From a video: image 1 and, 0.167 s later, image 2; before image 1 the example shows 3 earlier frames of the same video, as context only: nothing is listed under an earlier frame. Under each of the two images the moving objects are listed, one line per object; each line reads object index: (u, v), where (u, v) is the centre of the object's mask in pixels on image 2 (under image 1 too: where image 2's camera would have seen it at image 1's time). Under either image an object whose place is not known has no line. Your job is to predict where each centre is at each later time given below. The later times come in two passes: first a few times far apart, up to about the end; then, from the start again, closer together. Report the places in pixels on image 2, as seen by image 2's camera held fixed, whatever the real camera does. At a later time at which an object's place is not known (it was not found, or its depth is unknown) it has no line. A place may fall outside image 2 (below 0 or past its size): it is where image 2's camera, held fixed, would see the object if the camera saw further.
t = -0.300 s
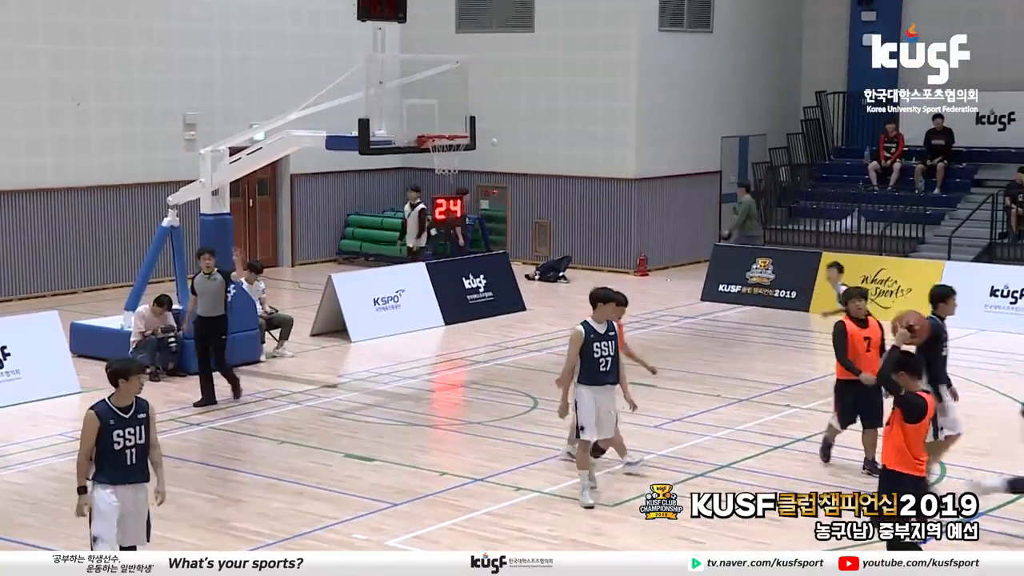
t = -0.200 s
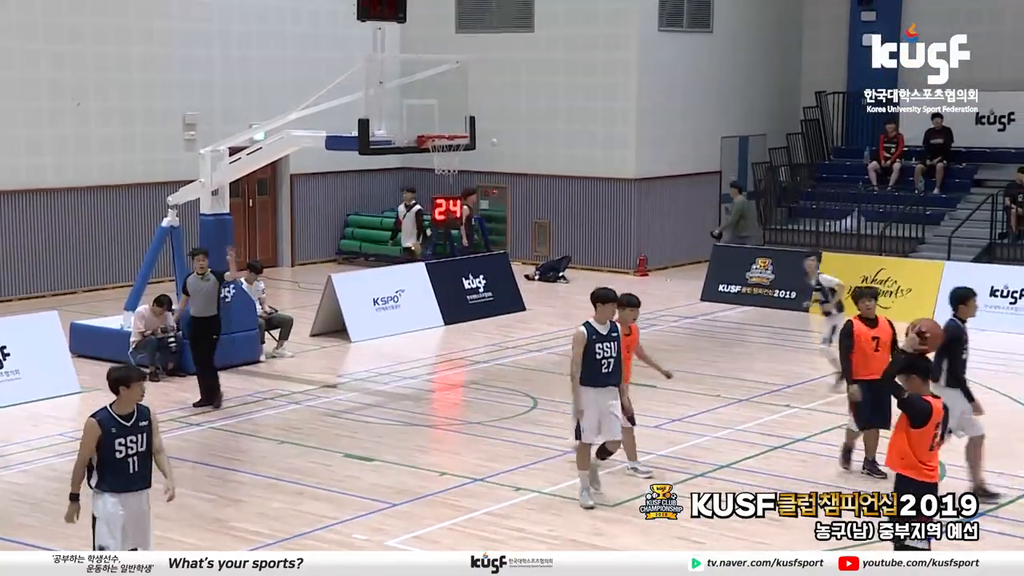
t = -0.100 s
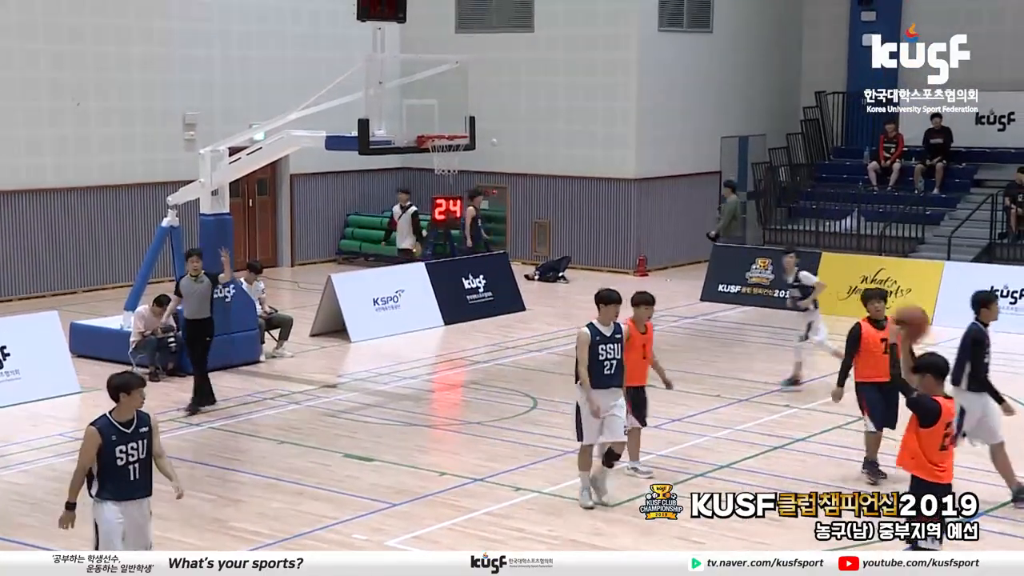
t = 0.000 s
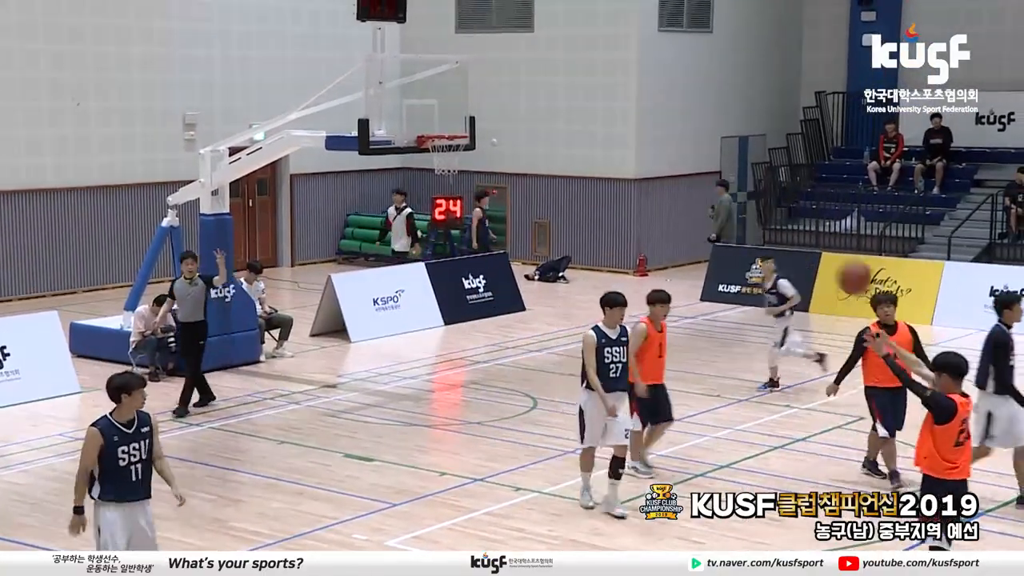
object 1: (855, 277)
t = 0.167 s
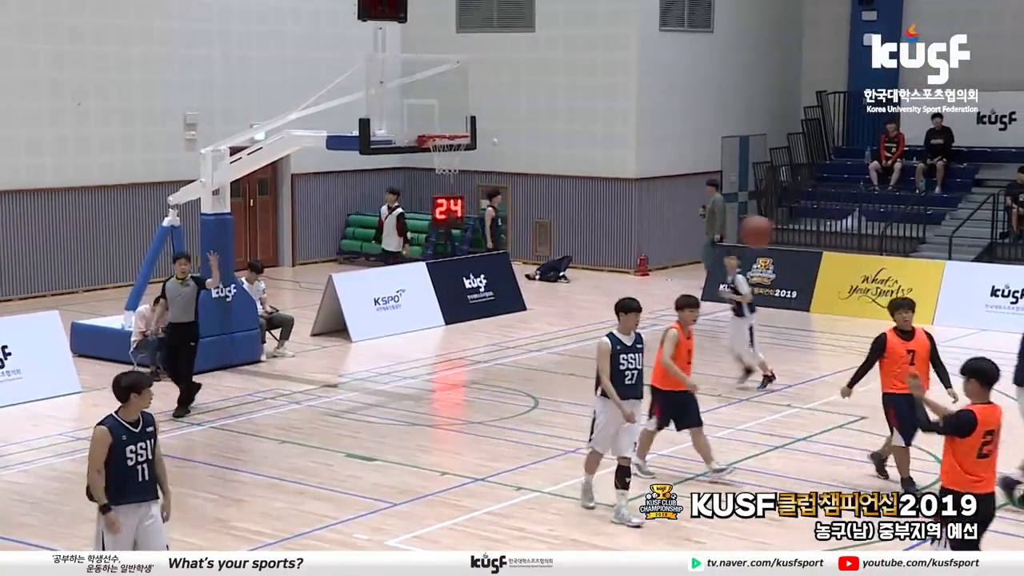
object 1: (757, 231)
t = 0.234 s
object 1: (718, 224)
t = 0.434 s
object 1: (616, 236)
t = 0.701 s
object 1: (496, 319)
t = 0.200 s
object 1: (738, 227)
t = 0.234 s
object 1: (718, 224)
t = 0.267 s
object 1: (703, 223)
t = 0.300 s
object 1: (682, 223)
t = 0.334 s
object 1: (665, 224)
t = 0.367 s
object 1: (650, 226)
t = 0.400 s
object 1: (632, 231)
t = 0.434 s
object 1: (616, 236)
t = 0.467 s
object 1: (600, 242)
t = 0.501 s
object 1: (585, 250)
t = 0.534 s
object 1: (570, 259)
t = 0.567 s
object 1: (554, 269)
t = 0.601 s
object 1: (540, 279)
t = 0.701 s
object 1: (496, 319)
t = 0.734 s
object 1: (483, 335)
